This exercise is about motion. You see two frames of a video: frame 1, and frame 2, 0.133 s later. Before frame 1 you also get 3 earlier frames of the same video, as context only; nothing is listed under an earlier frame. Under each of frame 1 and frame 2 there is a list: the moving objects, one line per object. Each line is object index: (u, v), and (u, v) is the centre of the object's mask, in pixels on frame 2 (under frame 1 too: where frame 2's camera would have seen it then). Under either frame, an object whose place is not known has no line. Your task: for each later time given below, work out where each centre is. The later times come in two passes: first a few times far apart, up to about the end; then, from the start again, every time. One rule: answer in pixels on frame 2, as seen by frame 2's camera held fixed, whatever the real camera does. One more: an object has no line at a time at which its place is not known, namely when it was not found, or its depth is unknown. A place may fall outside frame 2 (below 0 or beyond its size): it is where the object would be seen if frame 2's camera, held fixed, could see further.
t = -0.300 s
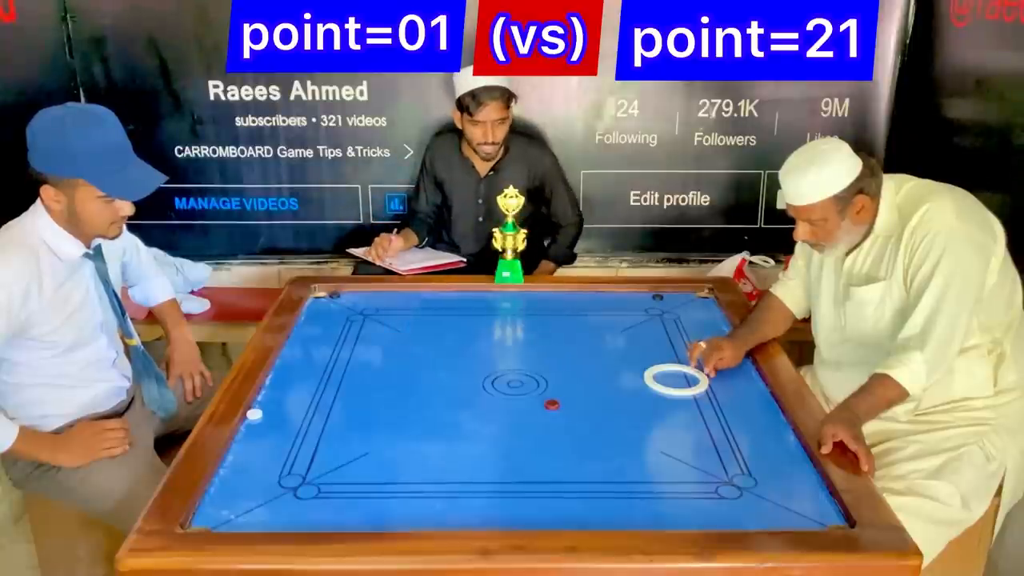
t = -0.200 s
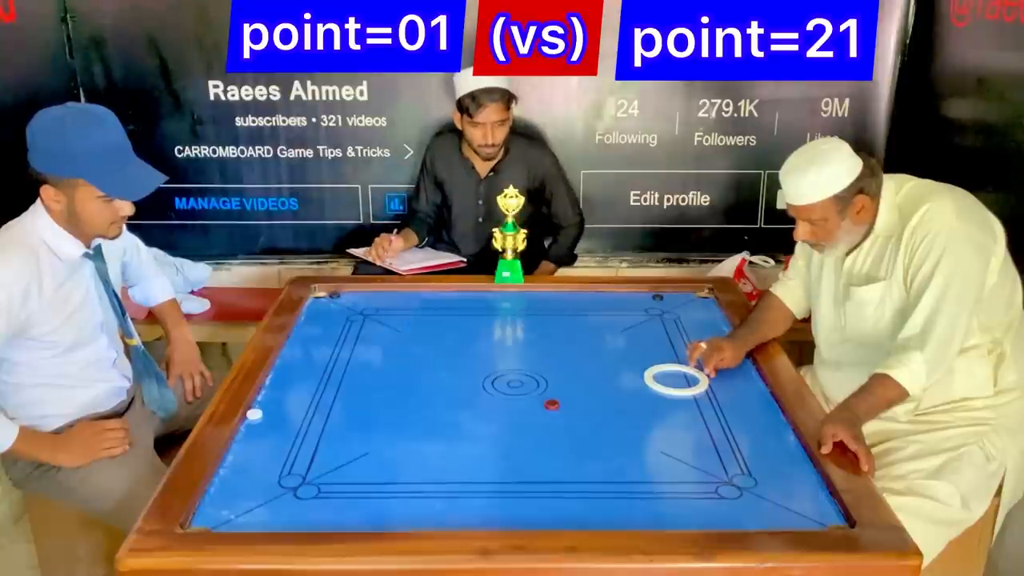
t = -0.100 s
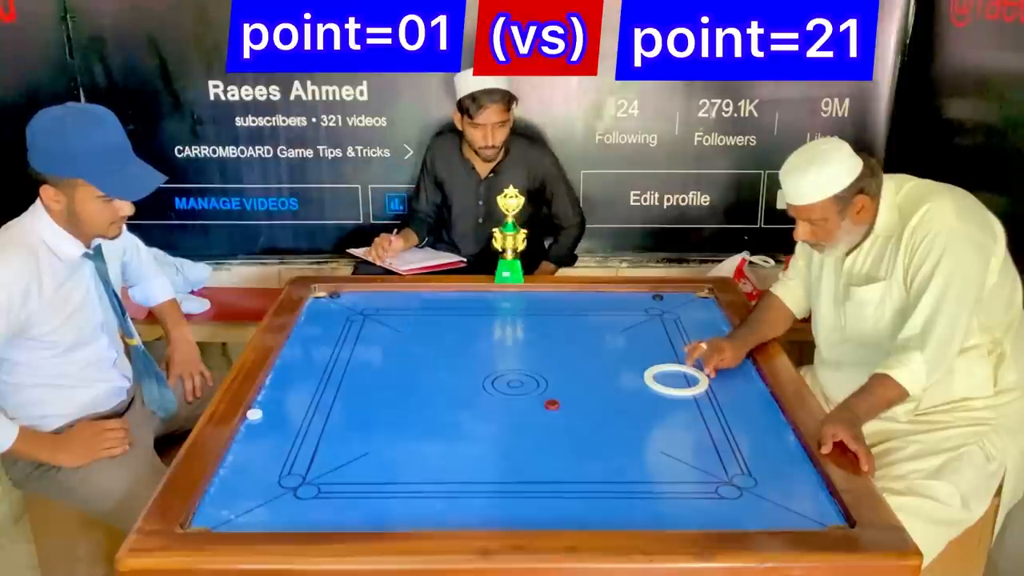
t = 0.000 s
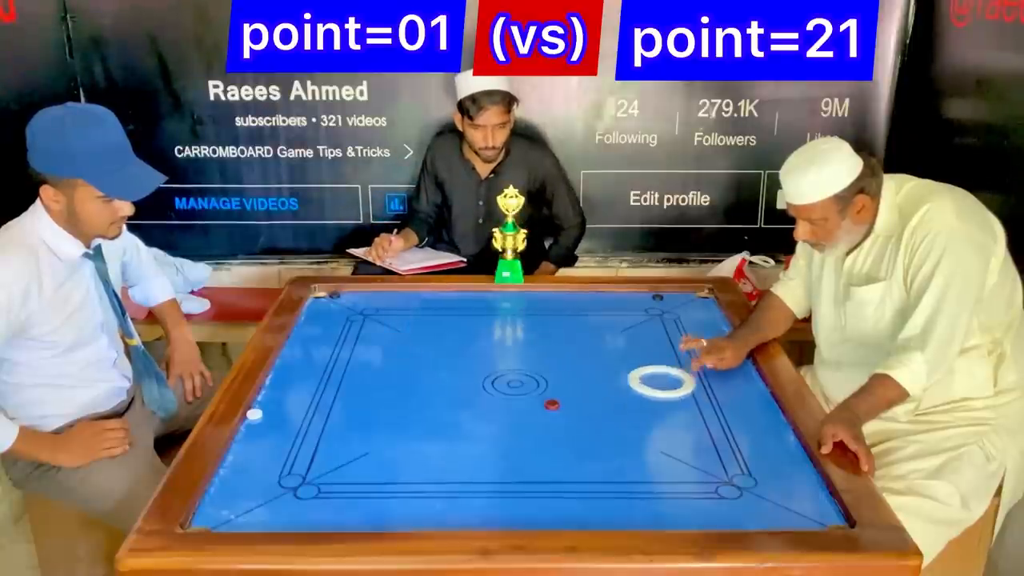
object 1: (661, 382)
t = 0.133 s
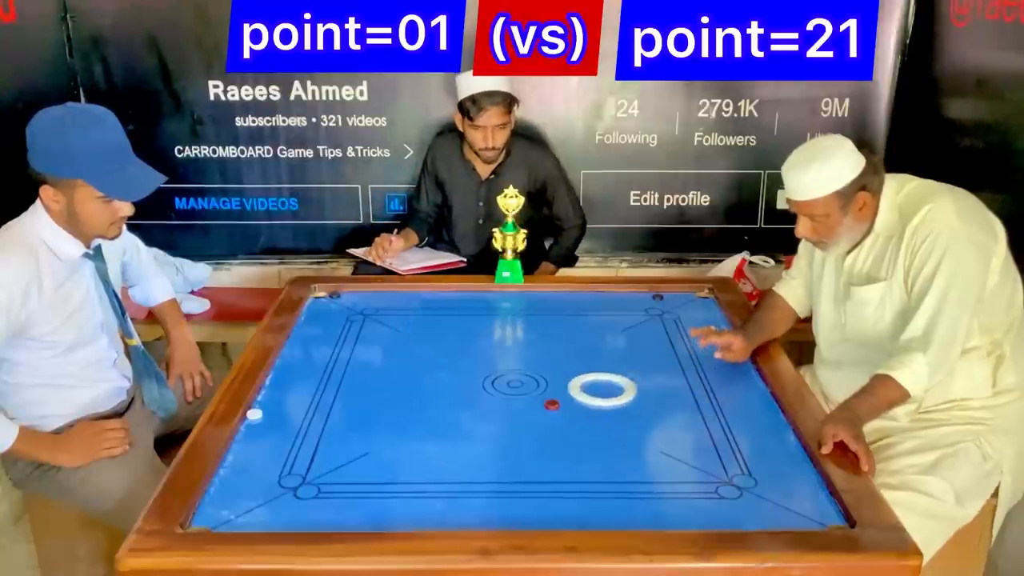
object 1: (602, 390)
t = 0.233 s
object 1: (560, 395)
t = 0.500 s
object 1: (452, 406)
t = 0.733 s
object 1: (356, 416)
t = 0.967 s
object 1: (277, 429)
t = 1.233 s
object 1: (280, 447)
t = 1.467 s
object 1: (289, 461)
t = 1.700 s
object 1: (296, 475)
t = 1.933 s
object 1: (303, 489)
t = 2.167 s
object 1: (310, 501)
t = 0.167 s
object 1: (587, 392)
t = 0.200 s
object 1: (573, 393)
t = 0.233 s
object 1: (560, 395)
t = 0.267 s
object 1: (546, 396)
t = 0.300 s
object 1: (533, 398)
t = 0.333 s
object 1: (519, 399)
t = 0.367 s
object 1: (506, 401)
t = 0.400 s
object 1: (492, 402)
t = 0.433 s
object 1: (479, 403)
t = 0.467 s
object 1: (465, 405)
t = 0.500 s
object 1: (452, 406)
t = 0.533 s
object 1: (438, 408)
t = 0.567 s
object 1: (424, 409)
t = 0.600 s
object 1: (411, 410)
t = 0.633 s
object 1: (397, 412)
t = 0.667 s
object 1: (383, 413)
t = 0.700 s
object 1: (370, 415)
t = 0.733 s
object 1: (356, 416)
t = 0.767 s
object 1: (342, 418)
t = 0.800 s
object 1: (328, 419)
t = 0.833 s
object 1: (313, 421)
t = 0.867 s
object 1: (300, 422)
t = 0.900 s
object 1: (287, 424)
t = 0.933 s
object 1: (282, 426)
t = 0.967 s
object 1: (277, 429)
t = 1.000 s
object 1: (273, 432)
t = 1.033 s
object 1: (271, 434)
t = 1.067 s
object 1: (272, 436)
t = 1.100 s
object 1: (274, 439)
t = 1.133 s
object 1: (276, 441)
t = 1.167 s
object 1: (277, 443)
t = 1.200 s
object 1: (279, 445)
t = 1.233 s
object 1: (280, 447)
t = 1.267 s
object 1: (282, 449)
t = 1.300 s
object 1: (283, 451)
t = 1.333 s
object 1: (284, 453)
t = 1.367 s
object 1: (286, 455)
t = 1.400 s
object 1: (287, 457)
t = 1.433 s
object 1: (288, 459)
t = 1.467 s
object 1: (289, 461)
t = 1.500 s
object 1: (290, 463)
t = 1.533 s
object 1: (291, 465)
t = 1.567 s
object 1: (292, 467)
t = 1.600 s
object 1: (293, 469)
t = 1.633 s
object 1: (294, 471)
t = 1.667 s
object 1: (295, 473)
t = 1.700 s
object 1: (296, 475)
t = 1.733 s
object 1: (297, 477)
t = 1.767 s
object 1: (298, 479)
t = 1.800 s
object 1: (299, 481)
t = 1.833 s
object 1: (301, 483)
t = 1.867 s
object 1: (302, 485)
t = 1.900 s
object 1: (302, 487)
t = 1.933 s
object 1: (303, 489)
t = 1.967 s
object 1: (304, 490)
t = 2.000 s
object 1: (305, 492)
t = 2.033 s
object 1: (306, 494)
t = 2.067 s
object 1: (307, 496)
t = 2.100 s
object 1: (308, 498)
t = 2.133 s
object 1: (309, 499)
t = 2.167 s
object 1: (310, 501)
